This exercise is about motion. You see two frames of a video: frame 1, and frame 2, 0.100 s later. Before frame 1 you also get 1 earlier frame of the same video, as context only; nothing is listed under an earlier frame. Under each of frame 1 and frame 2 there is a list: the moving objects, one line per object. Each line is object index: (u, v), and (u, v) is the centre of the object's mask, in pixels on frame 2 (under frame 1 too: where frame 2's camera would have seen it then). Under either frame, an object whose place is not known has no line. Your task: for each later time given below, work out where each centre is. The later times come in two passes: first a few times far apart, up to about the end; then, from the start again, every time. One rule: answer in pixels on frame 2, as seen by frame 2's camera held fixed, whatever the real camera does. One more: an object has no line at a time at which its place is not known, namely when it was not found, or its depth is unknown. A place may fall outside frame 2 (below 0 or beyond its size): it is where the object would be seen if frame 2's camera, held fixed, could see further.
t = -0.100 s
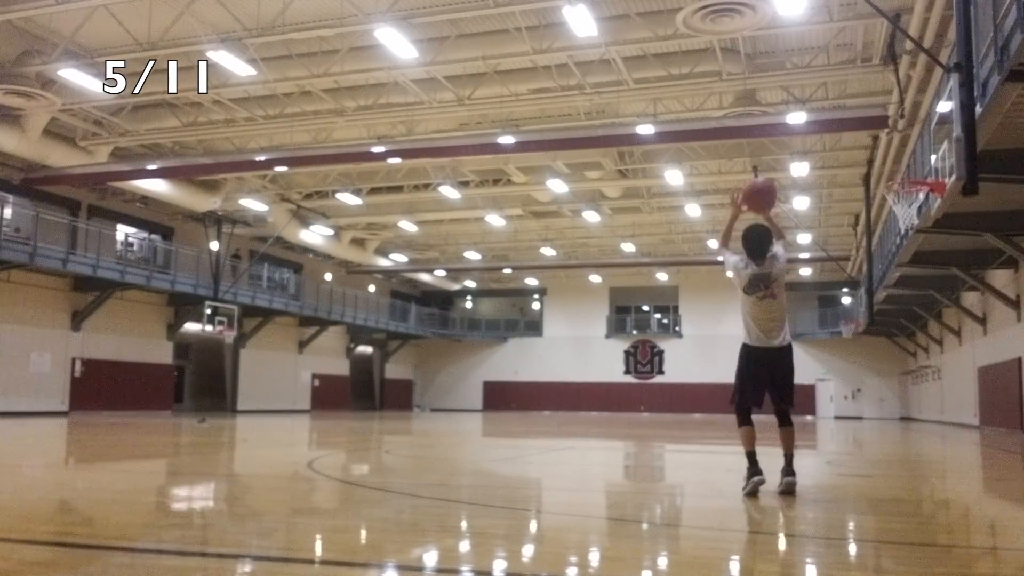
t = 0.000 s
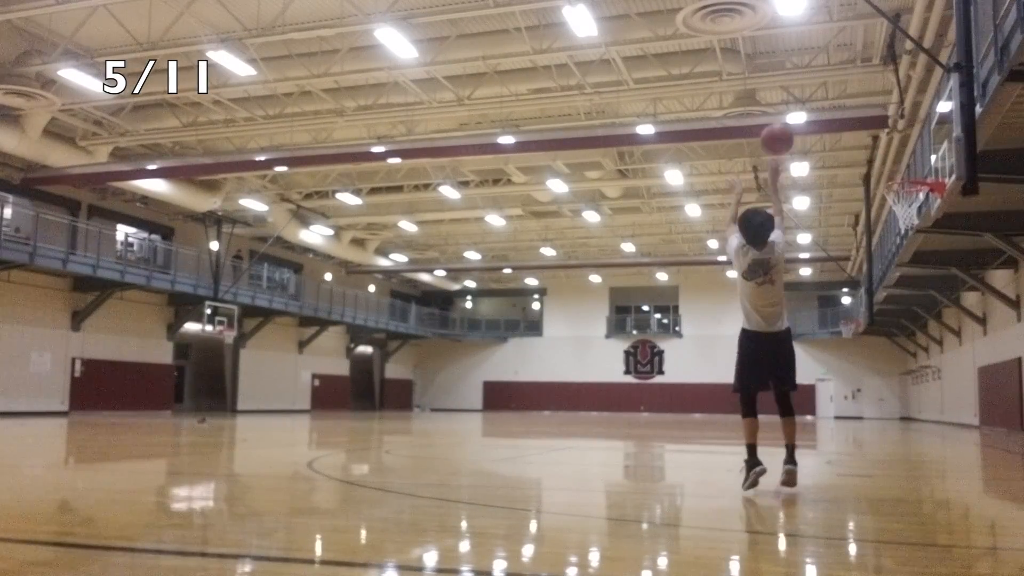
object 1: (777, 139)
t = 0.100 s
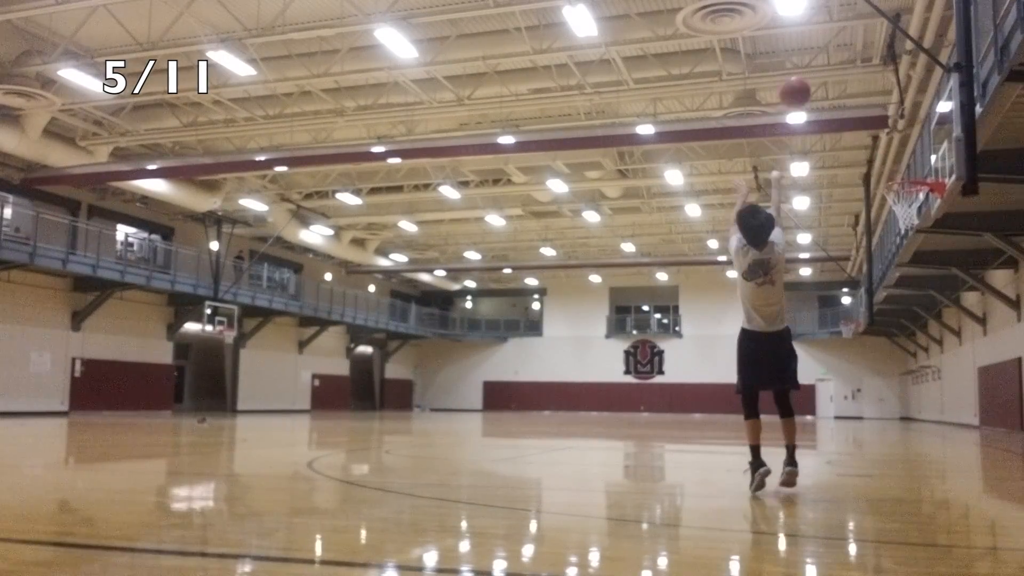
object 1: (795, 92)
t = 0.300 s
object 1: (825, 44)
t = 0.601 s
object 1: (862, 57)
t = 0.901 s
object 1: (894, 146)
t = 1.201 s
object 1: (922, 179)
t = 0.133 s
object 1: (800, 80)
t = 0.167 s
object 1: (805, 70)
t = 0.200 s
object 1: (810, 61)
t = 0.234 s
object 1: (816, 54)
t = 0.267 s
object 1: (821, 49)
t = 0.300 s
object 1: (825, 44)
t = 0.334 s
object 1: (830, 41)
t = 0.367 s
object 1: (834, 39)
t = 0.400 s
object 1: (838, 38)
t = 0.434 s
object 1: (842, 38)
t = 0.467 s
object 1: (846, 40)
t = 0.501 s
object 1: (850, 43)
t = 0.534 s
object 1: (854, 47)
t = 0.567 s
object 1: (858, 51)
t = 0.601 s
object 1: (862, 57)
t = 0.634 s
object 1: (866, 63)
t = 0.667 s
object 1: (869, 71)
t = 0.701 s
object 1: (873, 79)
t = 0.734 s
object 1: (877, 88)
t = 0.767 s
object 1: (881, 98)
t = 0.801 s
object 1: (883, 109)
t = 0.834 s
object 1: (887, 121)
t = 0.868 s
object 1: (890, 133)
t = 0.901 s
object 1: (894, 146)
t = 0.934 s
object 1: (897, 160)
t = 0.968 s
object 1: (899, 173)
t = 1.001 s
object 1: (903, 171)
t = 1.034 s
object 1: (905, 171)
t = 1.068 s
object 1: (909, 172)
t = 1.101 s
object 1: (912, 173)
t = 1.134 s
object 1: (915, 173)
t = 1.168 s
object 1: (919, 179)
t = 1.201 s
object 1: (922, 179)
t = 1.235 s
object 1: (929, 195)
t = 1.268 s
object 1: (929, 197)
